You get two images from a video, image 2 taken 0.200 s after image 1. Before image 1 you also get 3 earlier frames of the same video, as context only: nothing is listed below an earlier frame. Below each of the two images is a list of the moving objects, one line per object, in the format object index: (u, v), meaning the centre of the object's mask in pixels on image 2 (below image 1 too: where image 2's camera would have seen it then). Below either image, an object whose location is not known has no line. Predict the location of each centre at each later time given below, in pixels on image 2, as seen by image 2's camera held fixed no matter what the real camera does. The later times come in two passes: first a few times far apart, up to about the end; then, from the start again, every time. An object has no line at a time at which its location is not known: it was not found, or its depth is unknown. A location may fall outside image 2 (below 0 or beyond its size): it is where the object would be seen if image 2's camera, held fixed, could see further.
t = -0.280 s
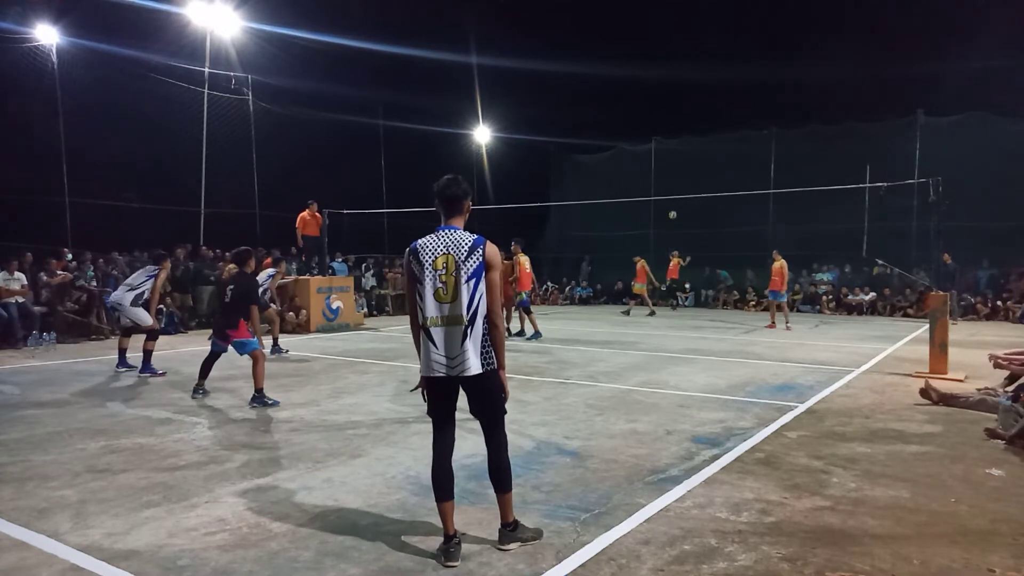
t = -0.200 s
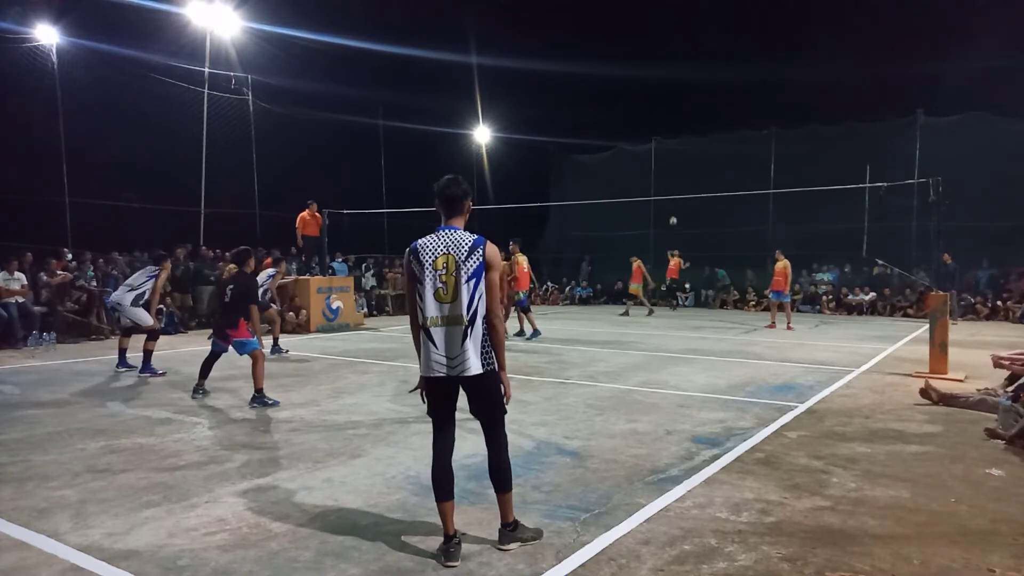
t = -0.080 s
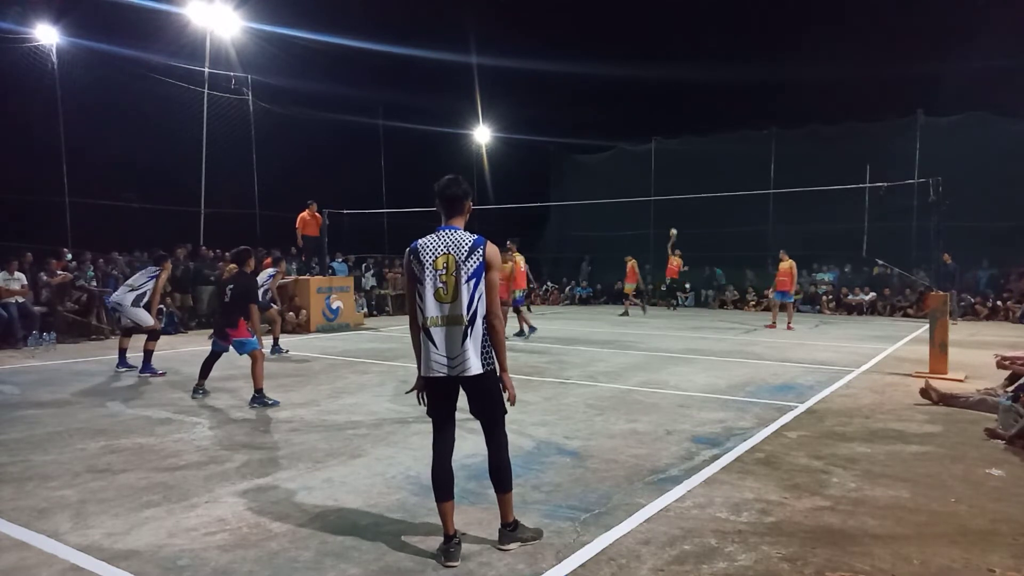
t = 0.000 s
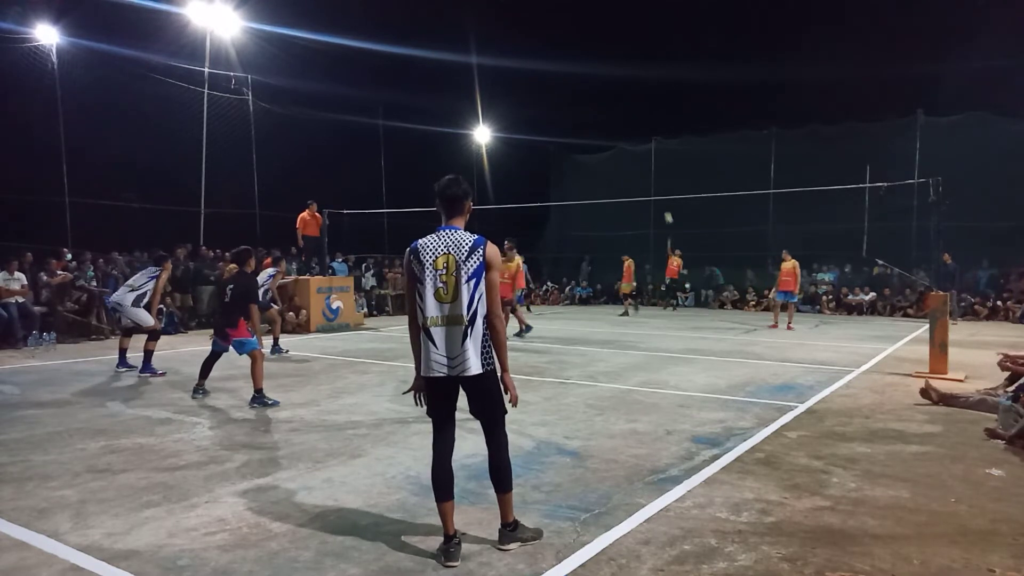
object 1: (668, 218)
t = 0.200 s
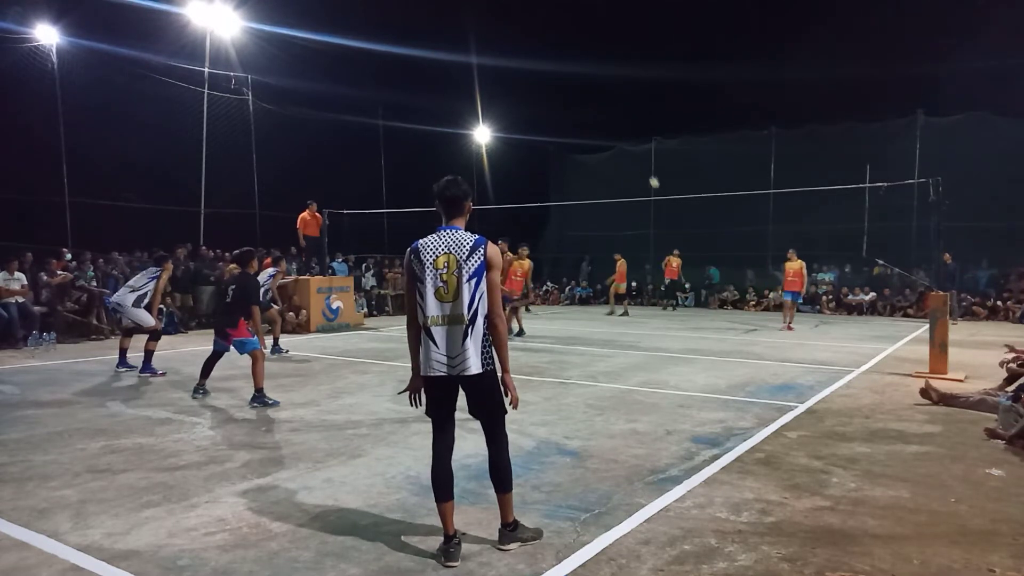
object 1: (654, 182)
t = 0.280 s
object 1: (647, 171)
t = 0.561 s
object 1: (622, 157)
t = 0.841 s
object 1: (588, 186)
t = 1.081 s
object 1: (546, 271)
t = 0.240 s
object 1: (651, 176)
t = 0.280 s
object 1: (647, 171)
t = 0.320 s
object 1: (644, 166)
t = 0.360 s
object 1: (640, 163)
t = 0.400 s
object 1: (637, 159)
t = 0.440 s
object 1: (633, 157)
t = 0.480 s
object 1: (629, 156)
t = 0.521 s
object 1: (625, 156)
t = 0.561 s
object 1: (622, 157)
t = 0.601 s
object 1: (617, 158)
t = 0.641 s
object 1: (613, 160)
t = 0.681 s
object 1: (609, 163)
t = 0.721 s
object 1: (604, 167)
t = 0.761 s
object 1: (599, 172)
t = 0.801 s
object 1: (593, 179)
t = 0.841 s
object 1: (588, 186)
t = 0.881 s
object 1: (583, 194)
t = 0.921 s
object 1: (576, 206)
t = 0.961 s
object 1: (570, 218)
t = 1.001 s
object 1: (563, 234)
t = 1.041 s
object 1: (555, 251)
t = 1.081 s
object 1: (546, 271)
